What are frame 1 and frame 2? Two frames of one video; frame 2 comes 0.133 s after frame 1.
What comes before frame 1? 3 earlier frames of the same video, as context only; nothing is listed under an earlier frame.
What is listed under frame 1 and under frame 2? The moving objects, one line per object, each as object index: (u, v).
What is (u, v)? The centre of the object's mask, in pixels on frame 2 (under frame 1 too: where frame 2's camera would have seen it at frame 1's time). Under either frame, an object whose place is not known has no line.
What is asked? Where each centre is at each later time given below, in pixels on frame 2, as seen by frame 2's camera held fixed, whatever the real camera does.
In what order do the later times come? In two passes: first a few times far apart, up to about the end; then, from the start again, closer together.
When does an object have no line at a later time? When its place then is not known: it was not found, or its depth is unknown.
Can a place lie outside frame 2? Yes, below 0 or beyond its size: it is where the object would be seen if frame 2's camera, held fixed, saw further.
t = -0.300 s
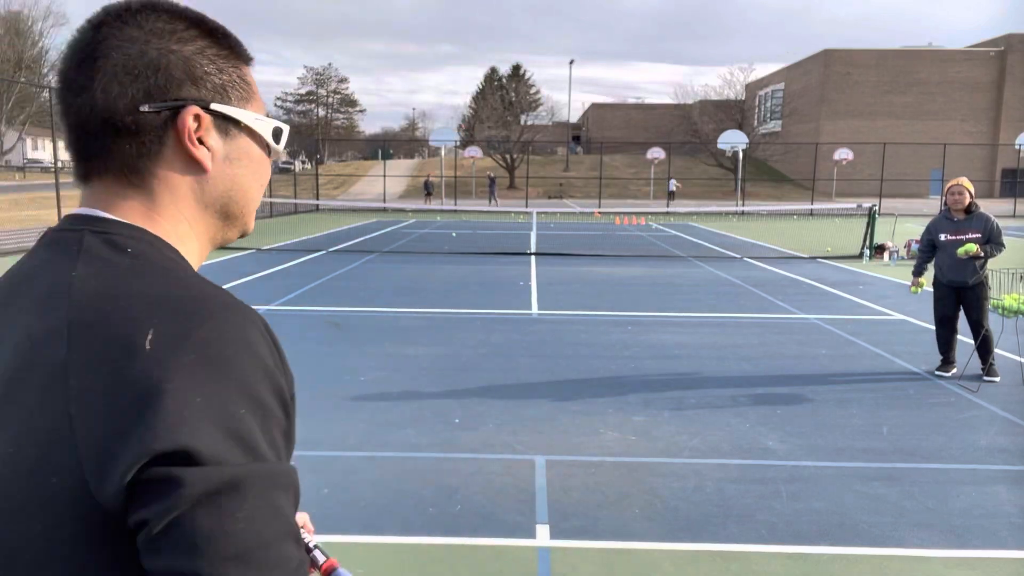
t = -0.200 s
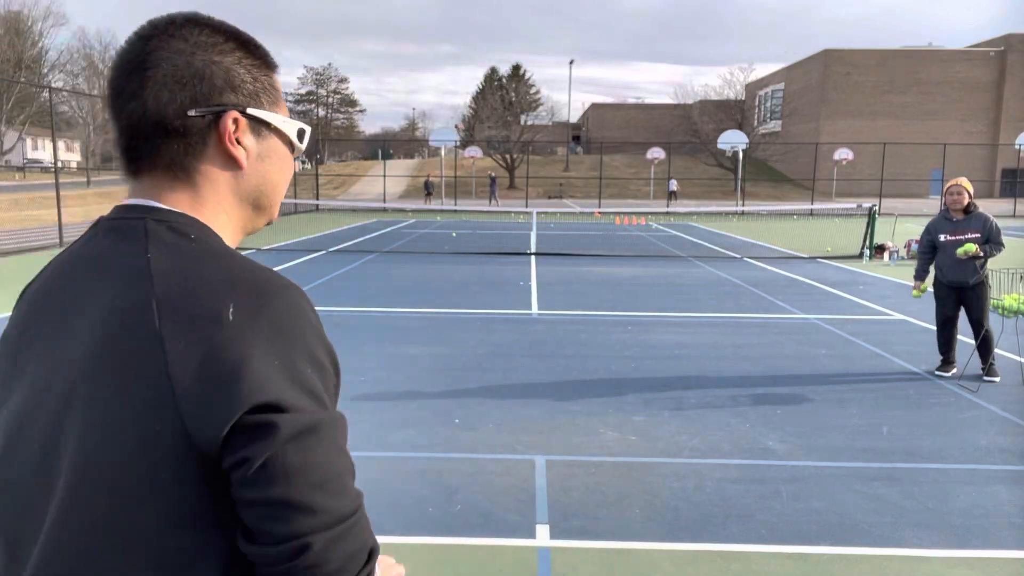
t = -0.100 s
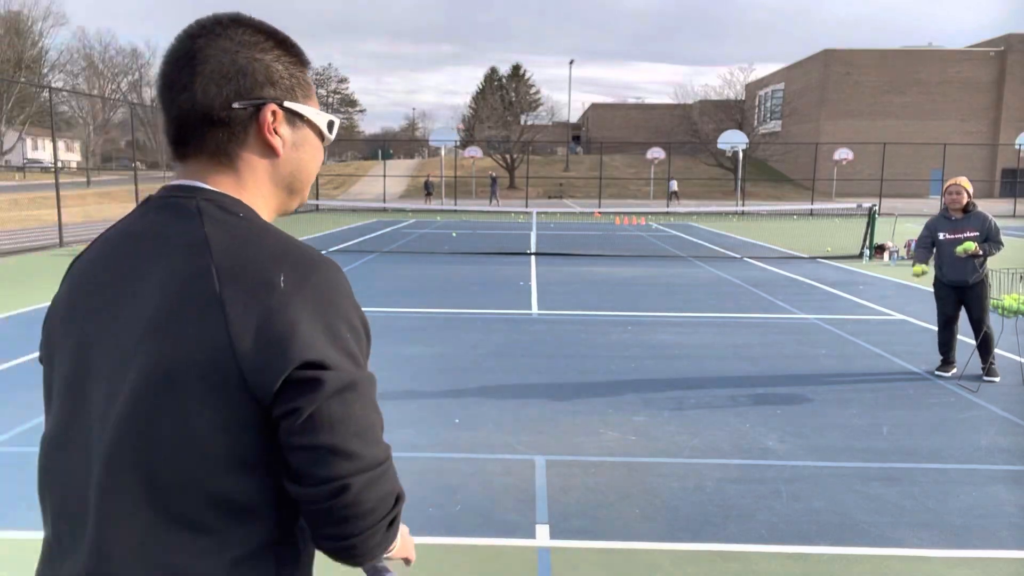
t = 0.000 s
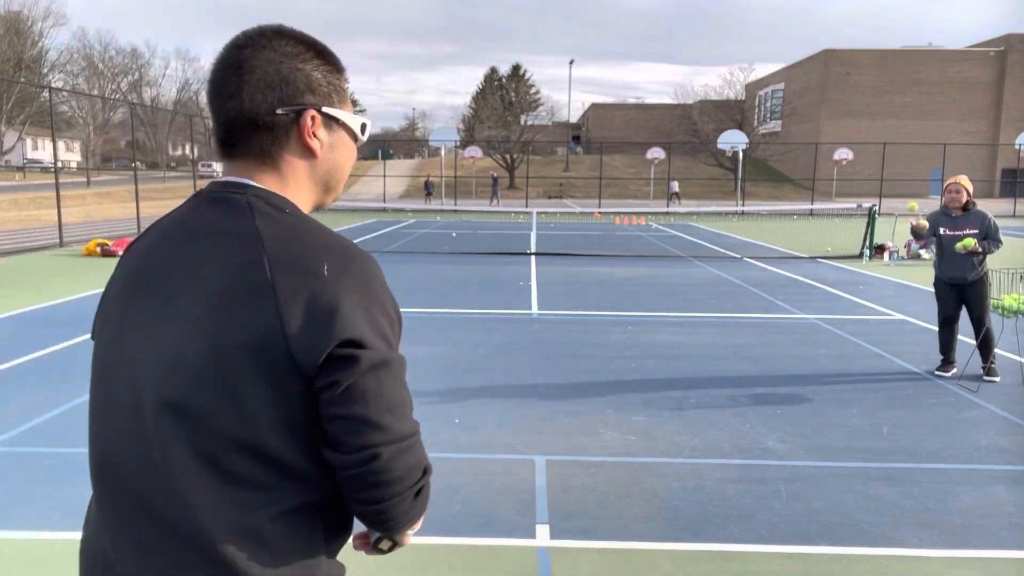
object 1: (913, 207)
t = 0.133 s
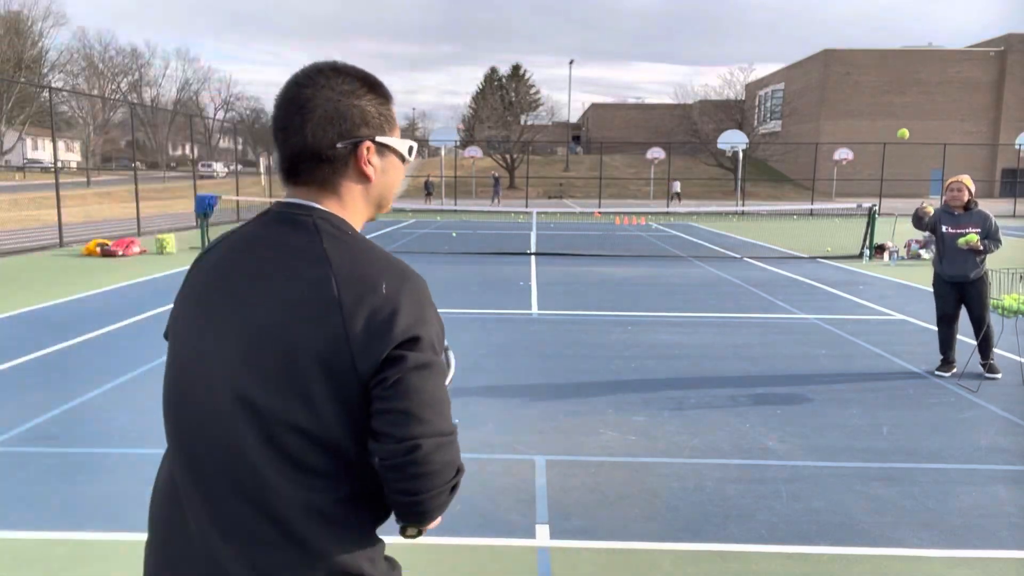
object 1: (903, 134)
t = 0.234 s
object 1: (893, 93)
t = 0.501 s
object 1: (852, 54)
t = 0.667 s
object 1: (814, 96)
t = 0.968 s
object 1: (725, 322)
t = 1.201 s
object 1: (660, 416)
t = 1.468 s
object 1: (600, 291)
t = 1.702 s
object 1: (537, 310)
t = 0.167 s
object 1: (900, 119)
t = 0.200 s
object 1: (896, 105)
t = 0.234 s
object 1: (893, 93)
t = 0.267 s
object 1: (889, 82)
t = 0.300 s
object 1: (885, 72)
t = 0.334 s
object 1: (880, 65)
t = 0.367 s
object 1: (875, 59)
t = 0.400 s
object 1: (870, 55)
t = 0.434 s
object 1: (864, 53)
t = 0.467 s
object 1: (858, 52)
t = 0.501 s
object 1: (852, 54)
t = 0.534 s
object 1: (845, 58)
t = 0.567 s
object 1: (838, 64)
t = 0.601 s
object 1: (830, 72)
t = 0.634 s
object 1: (822, 83)
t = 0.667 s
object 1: (814, 96)
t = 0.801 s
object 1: (777, 172)
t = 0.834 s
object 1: (767, 197)
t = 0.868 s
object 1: (757, 225)
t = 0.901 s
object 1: (747, 254)
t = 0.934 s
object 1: (736, 287)
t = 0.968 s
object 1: (725, 322)
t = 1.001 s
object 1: (714, 359)
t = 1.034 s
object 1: (703, 399)
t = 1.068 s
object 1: (691, 440)
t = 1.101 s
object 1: (679, 486)
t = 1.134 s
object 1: (673, 468)
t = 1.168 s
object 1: (666, 441)
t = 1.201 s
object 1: (660, 416)
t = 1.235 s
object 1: (653, 393)
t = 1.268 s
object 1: (647, 371)
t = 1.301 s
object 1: (640, 352)
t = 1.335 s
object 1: (632, 335)
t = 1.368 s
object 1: (625, 321)
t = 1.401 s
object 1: (617, 308)
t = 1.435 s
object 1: (609, 298)
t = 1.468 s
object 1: (600, 291)
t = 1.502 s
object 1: (592, 286)
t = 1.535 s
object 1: (583, 283)
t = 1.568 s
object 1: (575, 283)
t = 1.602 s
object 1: (566, 286)
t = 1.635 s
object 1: (556, 292)
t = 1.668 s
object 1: (547, 300)
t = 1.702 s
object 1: (537, 310)
